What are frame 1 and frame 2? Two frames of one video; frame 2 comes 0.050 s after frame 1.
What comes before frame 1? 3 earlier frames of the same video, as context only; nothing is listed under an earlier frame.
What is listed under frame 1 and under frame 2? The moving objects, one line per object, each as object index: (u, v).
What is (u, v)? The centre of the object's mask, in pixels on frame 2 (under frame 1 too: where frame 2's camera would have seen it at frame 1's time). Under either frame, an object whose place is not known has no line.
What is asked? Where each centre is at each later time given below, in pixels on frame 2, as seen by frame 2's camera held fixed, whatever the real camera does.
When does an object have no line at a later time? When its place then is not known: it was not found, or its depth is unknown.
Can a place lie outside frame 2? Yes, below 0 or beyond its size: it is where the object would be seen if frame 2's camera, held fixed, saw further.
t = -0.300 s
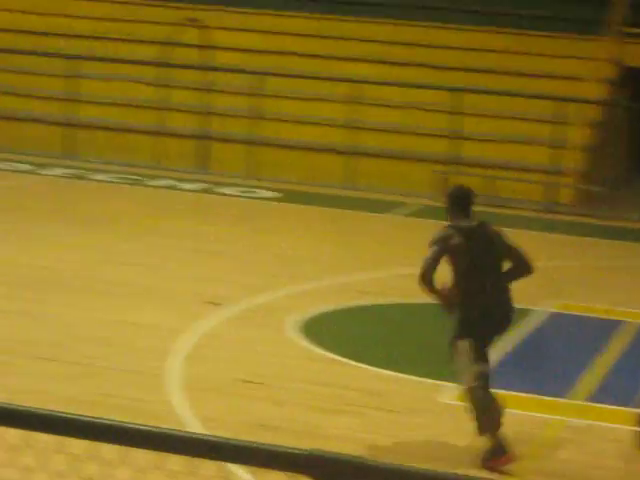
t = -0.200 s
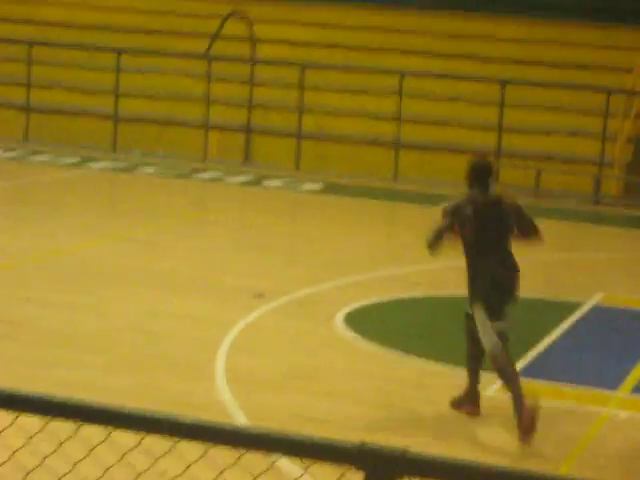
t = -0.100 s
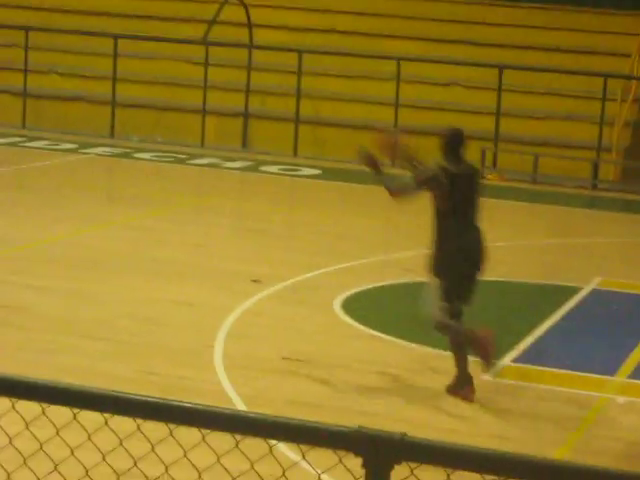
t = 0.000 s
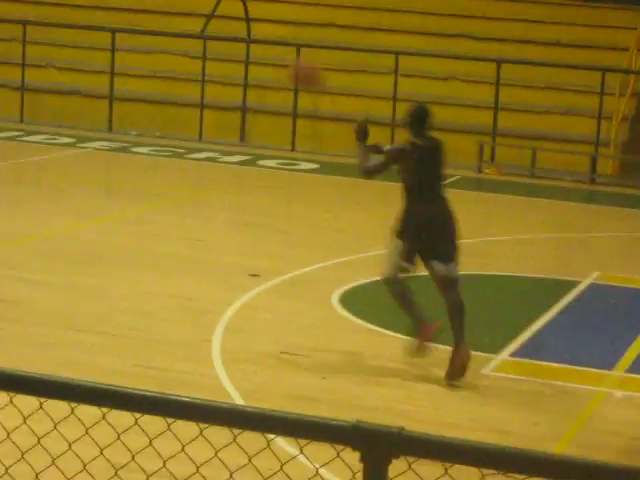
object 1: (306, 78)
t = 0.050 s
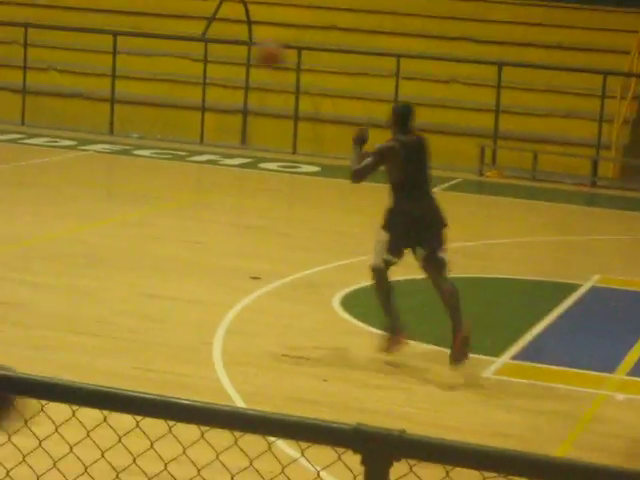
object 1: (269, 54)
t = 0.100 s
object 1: (232, 36)
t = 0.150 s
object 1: (202, 22)
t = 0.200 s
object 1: (181, 11)
